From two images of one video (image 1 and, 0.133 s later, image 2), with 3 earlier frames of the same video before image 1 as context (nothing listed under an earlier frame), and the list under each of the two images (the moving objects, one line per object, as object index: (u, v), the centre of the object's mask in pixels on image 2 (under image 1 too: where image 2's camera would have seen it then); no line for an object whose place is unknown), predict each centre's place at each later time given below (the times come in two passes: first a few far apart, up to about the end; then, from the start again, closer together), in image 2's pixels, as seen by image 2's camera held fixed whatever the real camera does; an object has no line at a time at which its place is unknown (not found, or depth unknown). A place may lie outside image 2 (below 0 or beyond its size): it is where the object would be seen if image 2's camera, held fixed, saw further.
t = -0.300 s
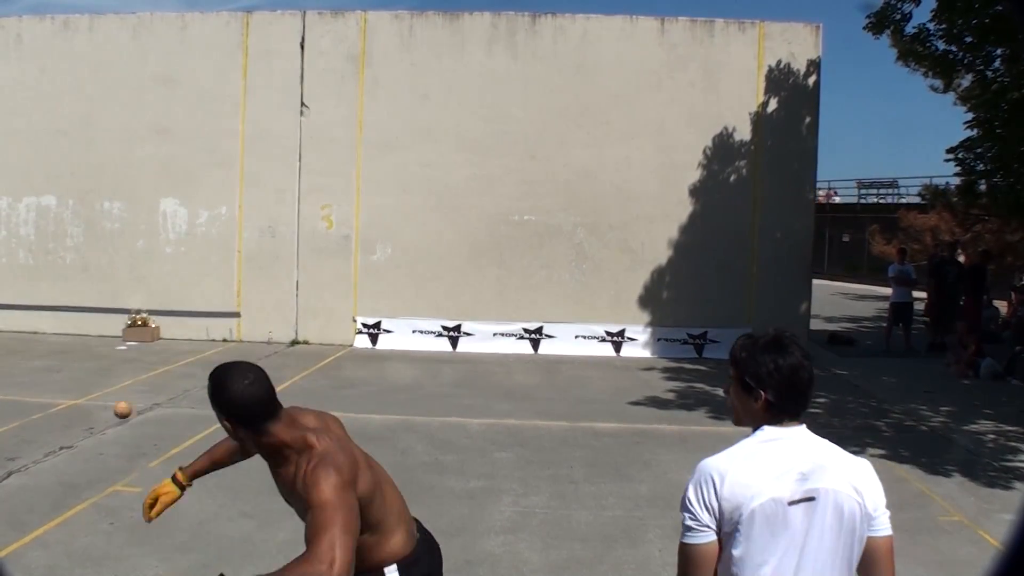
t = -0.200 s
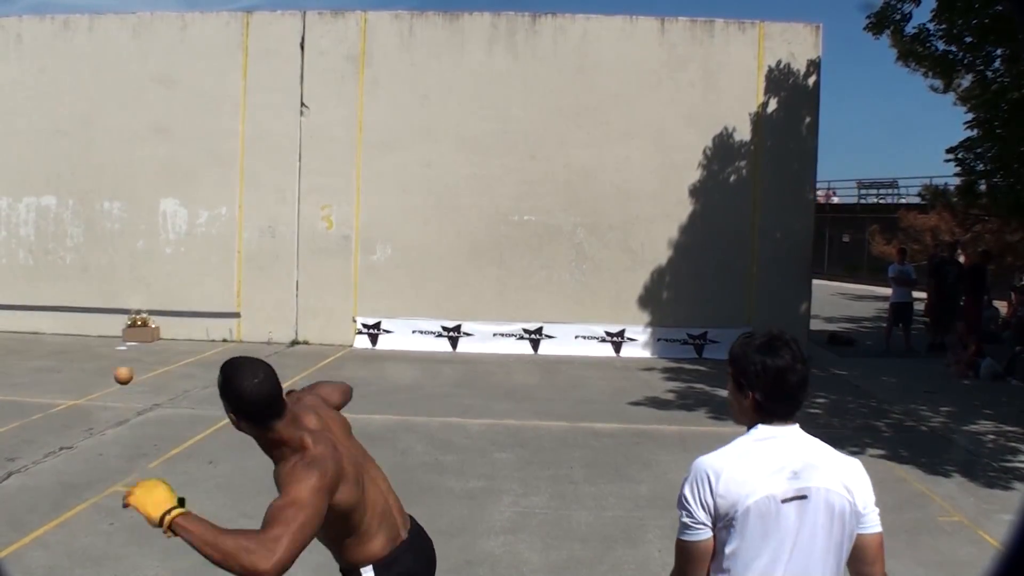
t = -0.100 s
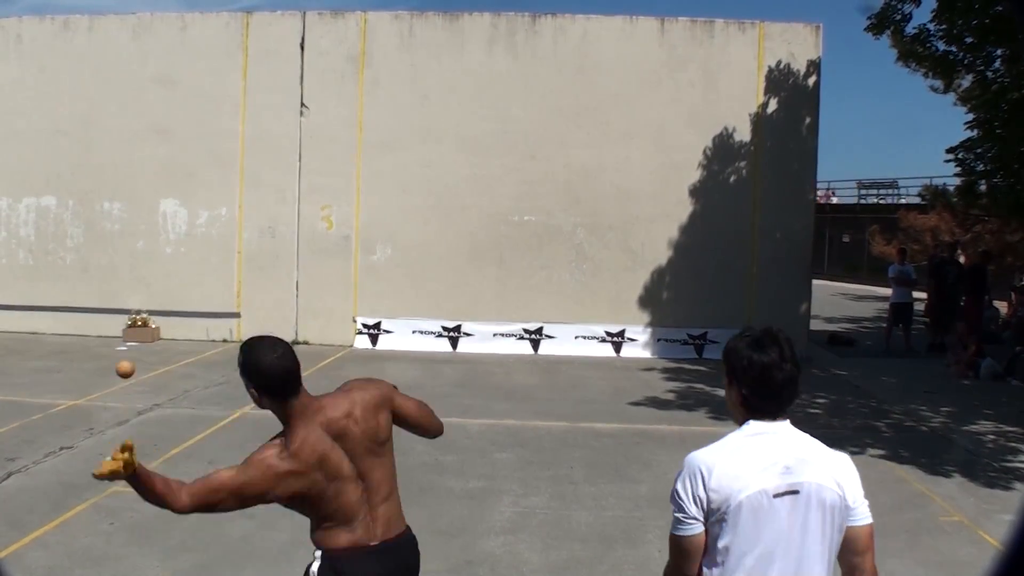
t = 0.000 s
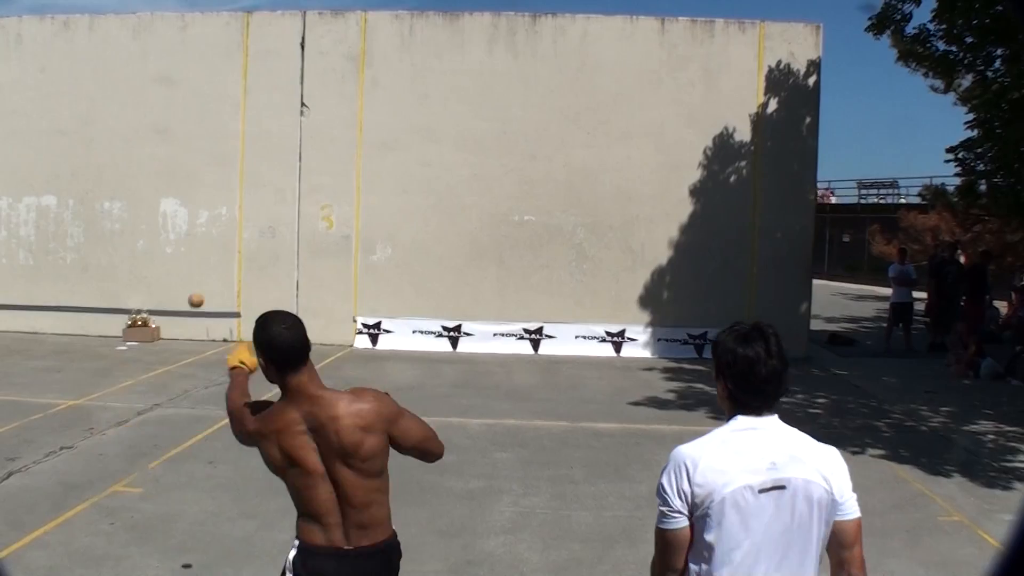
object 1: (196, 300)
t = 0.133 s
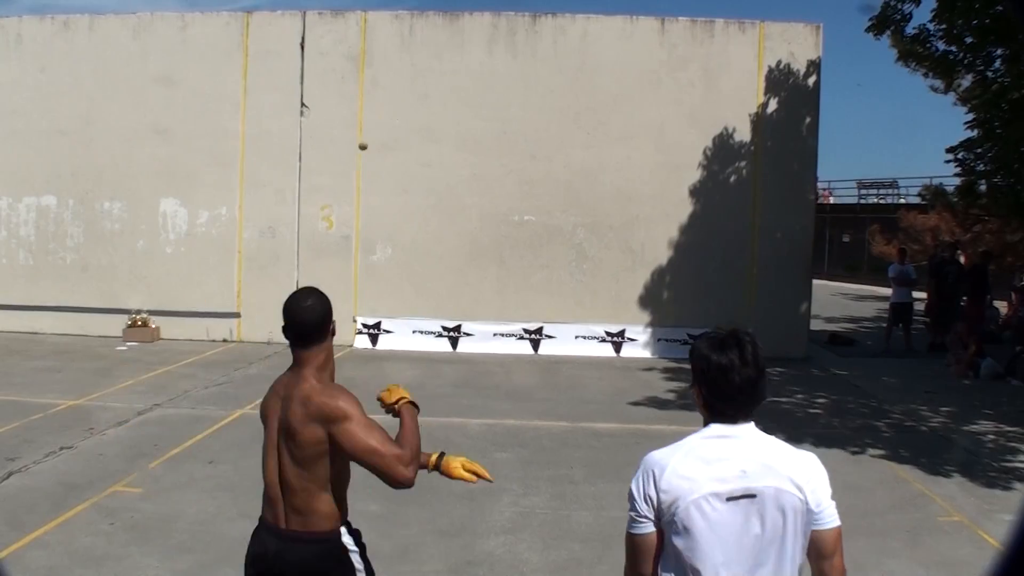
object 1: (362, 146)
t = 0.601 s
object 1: (481, 77)
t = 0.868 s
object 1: (500, 84)
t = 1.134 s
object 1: (530, 175)
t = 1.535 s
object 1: (620, 561)
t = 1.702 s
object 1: (680, 457)
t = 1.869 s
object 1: (765, 381)
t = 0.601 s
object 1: (481, 77)
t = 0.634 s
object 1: (483, 75)
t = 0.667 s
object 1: (485, 74)
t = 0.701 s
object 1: (487, 73)
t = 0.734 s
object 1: (490, 73)
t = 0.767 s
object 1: (493, 75)
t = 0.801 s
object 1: (494, 77)
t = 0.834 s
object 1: (498, 80)
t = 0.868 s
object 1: (500, 84)
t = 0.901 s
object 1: (503, 89)
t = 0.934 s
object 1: (507, 96)
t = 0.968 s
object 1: (510, 104)
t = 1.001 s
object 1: (513, 115)
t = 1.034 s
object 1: (517, 126)
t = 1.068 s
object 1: (521, 140)
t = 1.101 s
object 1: (525, 156)
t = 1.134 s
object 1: (530, 175)
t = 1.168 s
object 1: (534, 197)
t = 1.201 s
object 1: (540, 223)
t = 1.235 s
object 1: (545, 252)
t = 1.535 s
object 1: (620, 561)
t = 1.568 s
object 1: (631, 539)
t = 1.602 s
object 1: (642, 518)
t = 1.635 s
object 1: (654, 496)
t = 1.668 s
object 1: (666, 476)
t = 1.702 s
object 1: (680, 457)
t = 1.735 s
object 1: (694, 438)
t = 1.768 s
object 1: (709, 422)
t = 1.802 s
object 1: (727, 406)
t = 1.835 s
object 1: (745, 392)
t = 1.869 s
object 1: (765, 381)
